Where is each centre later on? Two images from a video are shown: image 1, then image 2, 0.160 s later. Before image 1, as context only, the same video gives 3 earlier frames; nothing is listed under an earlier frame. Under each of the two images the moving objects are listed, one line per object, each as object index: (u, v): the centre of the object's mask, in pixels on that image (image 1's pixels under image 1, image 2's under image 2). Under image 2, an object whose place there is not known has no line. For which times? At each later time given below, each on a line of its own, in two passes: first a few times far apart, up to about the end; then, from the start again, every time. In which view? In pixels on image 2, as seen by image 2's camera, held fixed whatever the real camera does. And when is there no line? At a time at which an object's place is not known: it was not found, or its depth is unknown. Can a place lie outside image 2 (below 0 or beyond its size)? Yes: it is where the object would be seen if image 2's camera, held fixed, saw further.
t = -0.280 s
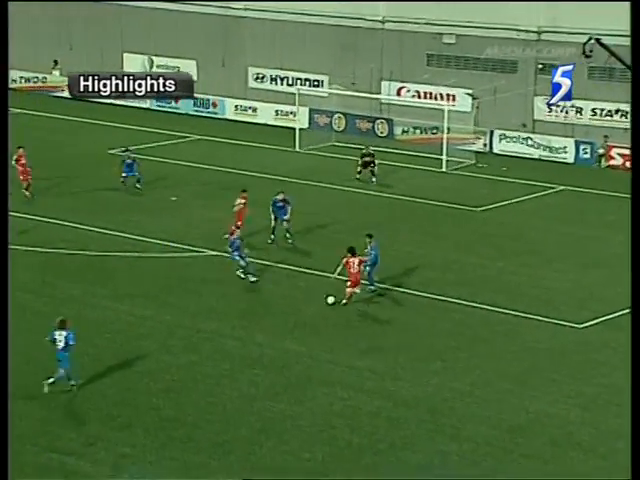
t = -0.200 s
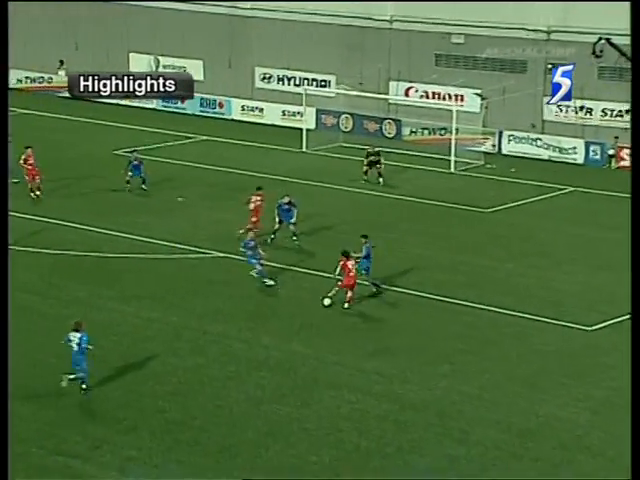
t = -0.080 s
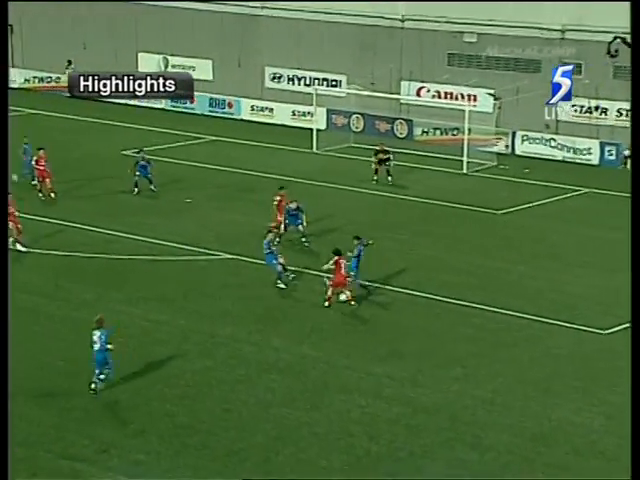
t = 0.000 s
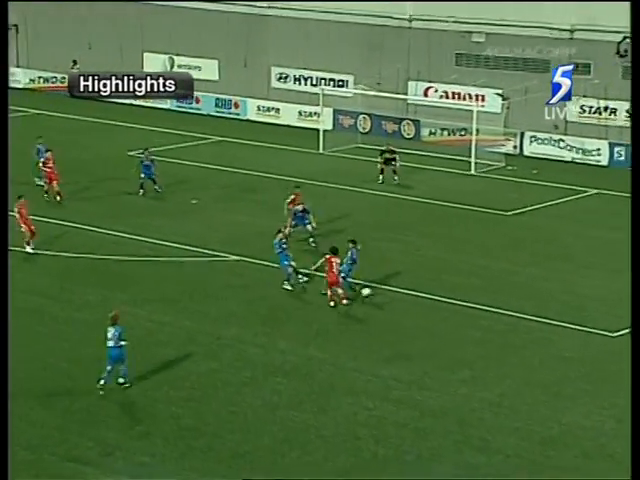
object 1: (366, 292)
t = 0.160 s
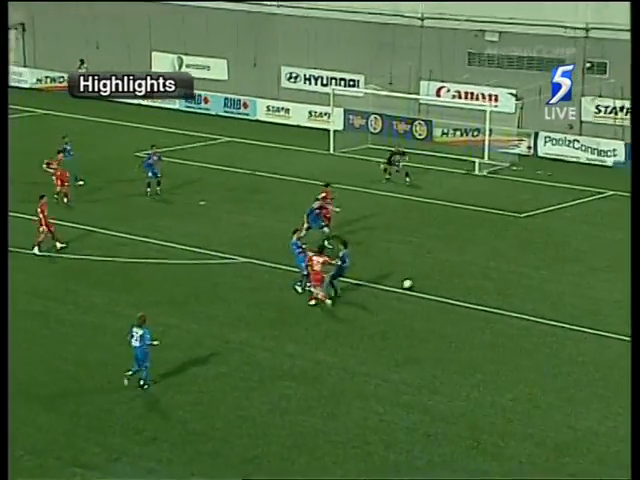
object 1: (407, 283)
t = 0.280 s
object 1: (427, 277)
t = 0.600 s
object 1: (473, 259)
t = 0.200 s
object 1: (414, 281)
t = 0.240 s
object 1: (421, 279)
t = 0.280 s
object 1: (427, 277)
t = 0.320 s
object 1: (434, 274)
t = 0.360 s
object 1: (440, 272)
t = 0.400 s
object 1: (445, 270)
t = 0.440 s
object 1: (451, 267)
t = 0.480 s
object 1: (457, 265)
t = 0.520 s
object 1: (463, 264)
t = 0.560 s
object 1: (468, 262)
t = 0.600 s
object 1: (473, 259)
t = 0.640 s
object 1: (478, 258)
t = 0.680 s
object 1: (483, 256)
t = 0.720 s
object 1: (488, 254)
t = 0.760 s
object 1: (494, 252)
